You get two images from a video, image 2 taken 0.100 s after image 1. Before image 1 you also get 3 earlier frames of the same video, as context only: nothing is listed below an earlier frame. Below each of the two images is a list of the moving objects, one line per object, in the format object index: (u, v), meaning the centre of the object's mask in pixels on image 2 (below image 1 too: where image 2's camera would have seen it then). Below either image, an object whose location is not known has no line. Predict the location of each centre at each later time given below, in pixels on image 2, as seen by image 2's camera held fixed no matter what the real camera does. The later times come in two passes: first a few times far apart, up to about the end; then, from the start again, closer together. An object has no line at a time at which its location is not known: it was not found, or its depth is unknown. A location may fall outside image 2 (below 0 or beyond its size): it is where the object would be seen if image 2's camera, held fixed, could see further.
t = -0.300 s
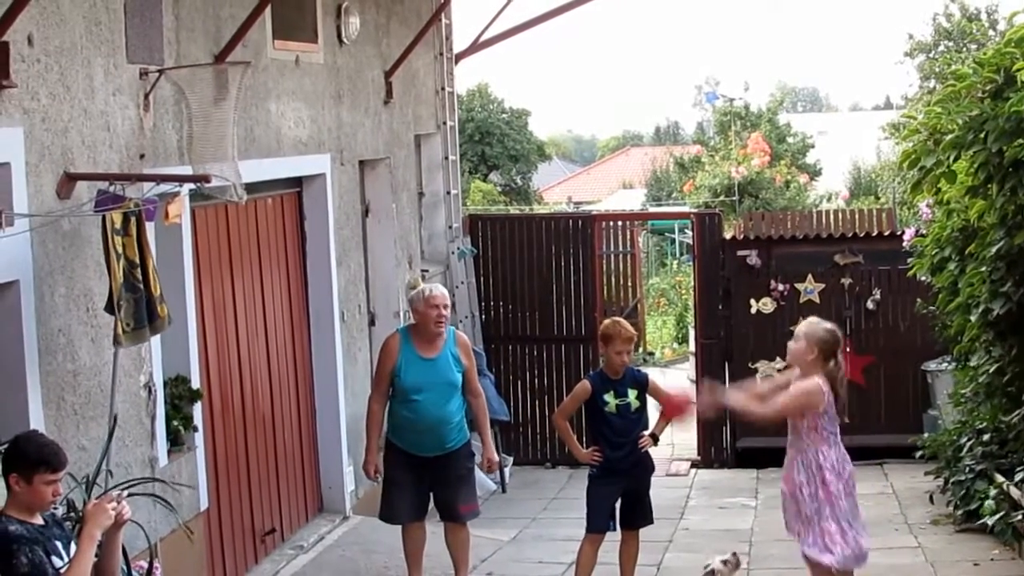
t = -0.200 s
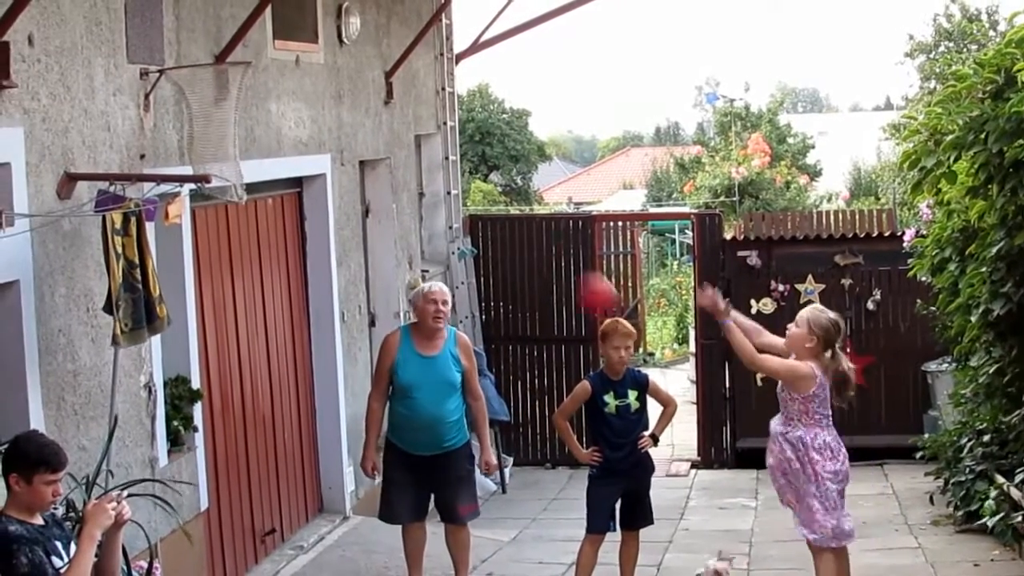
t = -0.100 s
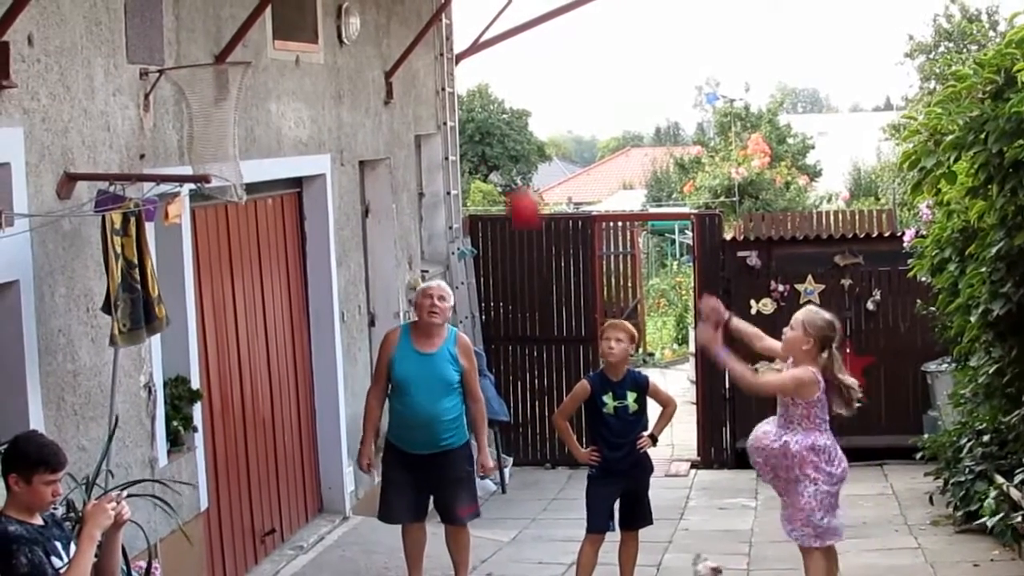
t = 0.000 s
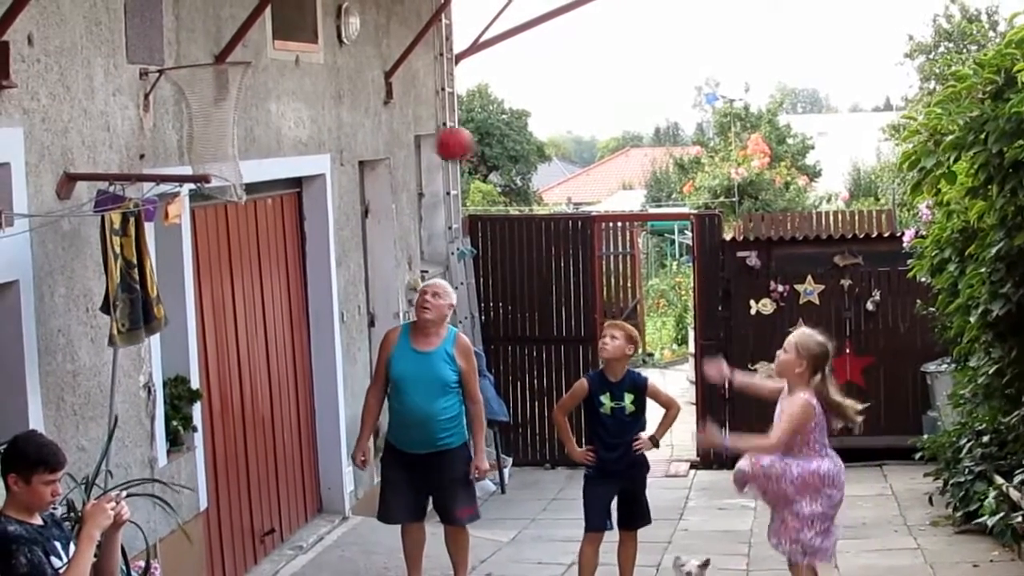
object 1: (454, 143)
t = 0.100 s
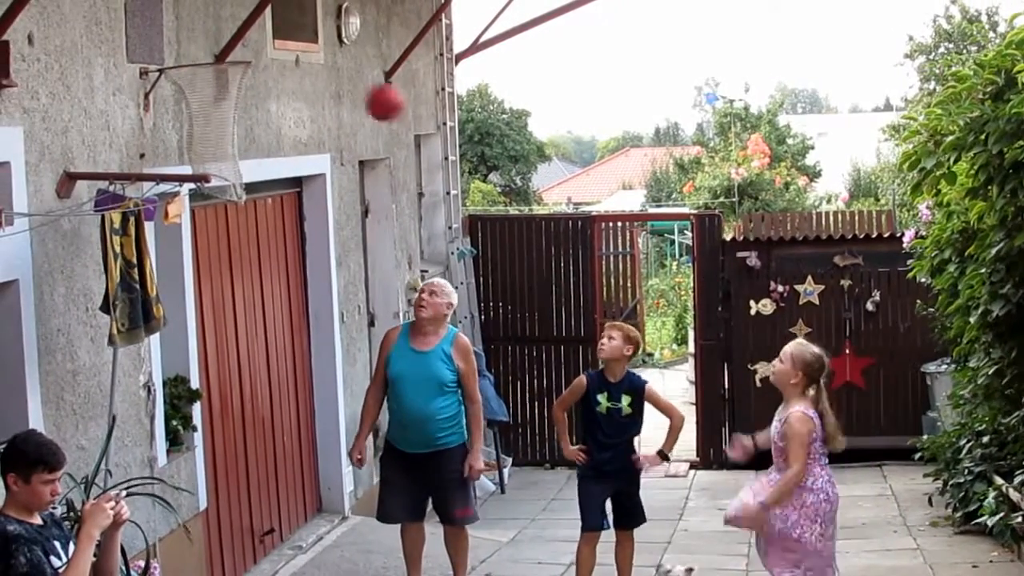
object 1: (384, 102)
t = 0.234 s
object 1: (297, 85)
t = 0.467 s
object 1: (192, 134)
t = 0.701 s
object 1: (190, 224)
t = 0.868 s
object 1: (186, 362)
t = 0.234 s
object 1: (297, 85)
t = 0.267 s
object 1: (276, 87)
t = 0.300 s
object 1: (255, 91)
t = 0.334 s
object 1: (236, 98)
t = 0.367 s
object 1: (220, 107)
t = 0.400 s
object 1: (207, 117)
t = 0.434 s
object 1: (195, 128)
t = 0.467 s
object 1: (192, 134)
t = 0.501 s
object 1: (190, 140)
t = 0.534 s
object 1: (189, 147)
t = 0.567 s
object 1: (190, 156)
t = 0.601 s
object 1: (189, 168)
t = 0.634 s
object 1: (189, 185)
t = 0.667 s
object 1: (193, 200)
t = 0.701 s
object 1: (190, 224)
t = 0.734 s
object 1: (187, 246)
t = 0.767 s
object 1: (186, 271)
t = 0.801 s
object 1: (186, 298)
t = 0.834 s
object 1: (187, 328)
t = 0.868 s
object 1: (186, 362)
